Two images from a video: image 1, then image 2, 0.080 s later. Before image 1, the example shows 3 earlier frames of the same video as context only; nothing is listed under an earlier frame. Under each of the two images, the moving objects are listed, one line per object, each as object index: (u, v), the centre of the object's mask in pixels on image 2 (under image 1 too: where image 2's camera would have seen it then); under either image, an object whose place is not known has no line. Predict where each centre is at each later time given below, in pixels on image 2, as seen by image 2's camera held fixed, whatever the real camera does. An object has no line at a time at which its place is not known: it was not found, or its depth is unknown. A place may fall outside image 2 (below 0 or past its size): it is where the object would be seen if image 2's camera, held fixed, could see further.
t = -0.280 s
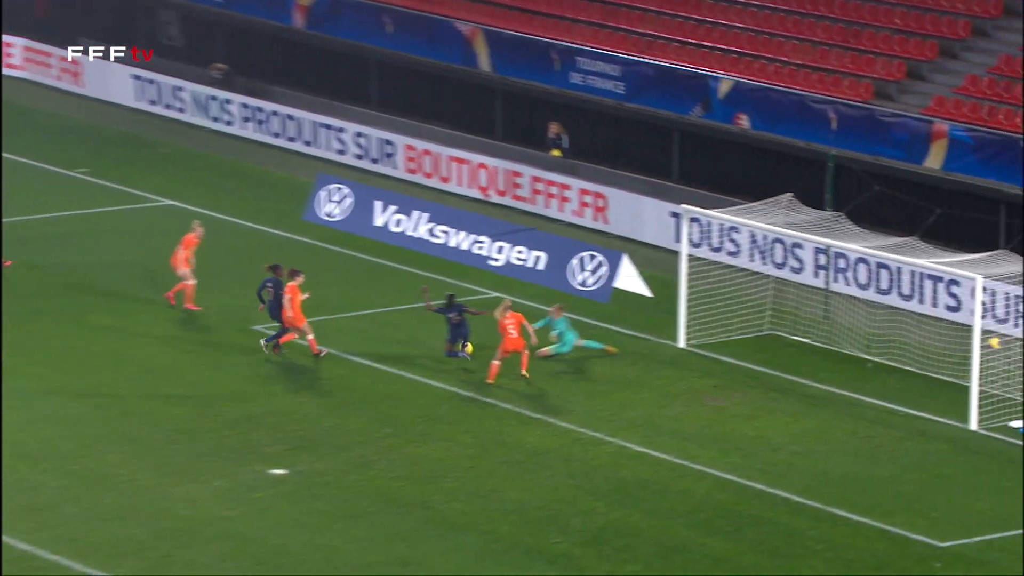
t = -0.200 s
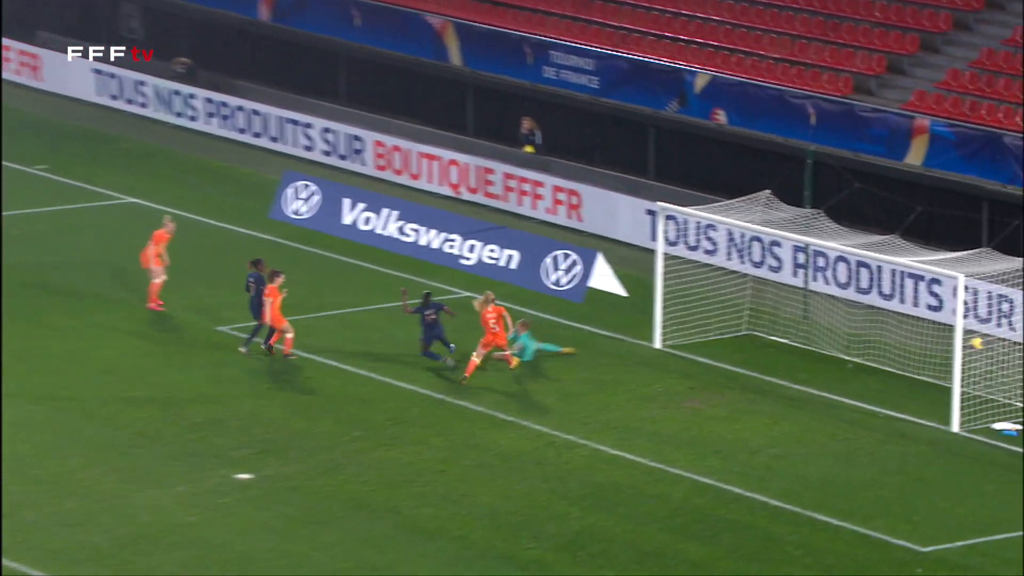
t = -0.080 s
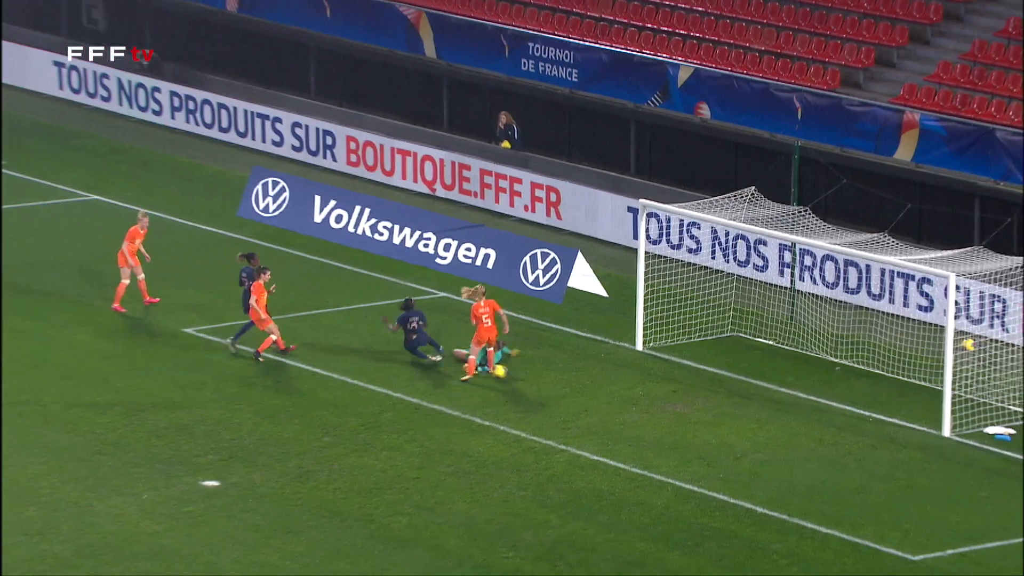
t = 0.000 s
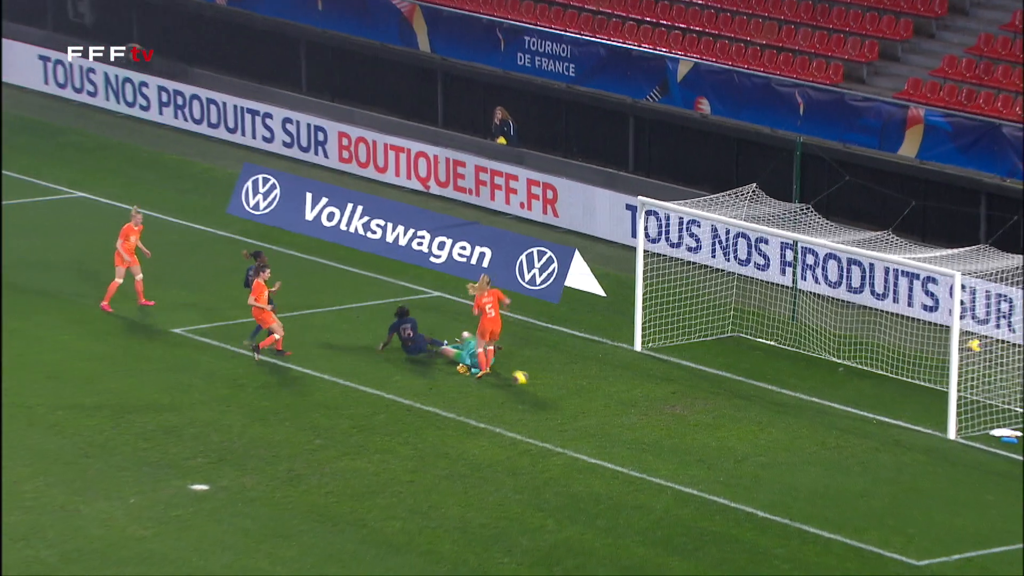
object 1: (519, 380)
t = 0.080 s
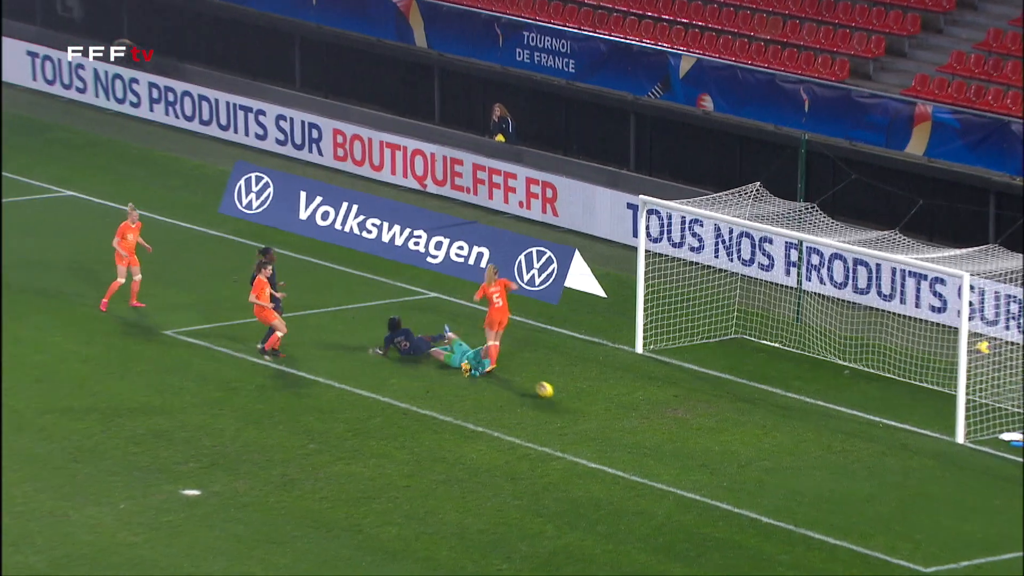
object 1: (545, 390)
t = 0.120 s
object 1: (558, 396)
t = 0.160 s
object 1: (570, 399)
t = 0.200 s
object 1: (581, 401)
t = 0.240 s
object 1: (592, 404)
